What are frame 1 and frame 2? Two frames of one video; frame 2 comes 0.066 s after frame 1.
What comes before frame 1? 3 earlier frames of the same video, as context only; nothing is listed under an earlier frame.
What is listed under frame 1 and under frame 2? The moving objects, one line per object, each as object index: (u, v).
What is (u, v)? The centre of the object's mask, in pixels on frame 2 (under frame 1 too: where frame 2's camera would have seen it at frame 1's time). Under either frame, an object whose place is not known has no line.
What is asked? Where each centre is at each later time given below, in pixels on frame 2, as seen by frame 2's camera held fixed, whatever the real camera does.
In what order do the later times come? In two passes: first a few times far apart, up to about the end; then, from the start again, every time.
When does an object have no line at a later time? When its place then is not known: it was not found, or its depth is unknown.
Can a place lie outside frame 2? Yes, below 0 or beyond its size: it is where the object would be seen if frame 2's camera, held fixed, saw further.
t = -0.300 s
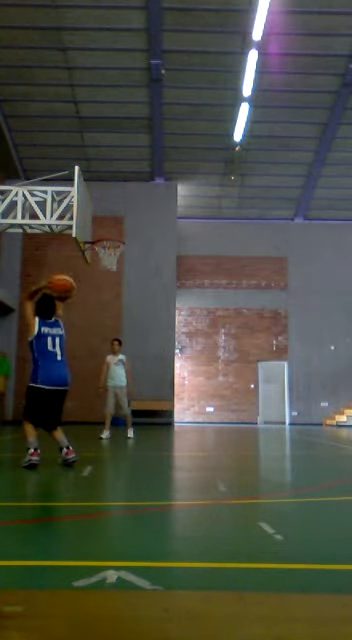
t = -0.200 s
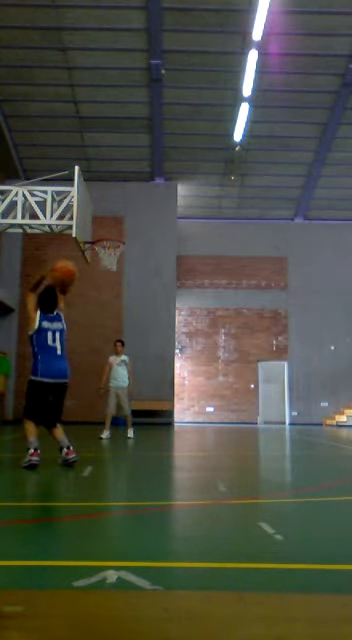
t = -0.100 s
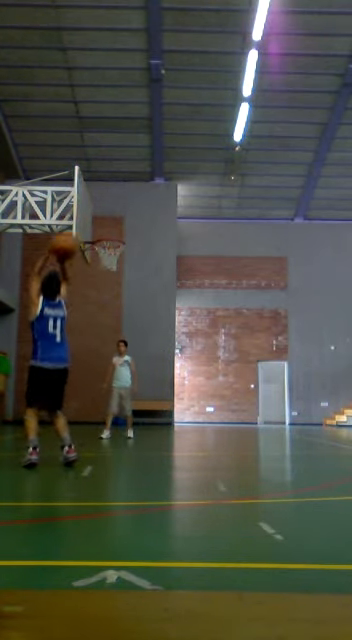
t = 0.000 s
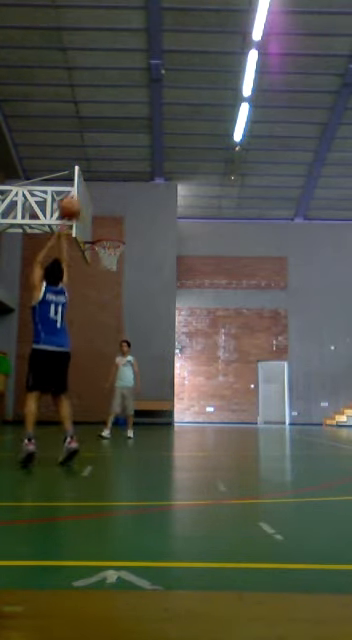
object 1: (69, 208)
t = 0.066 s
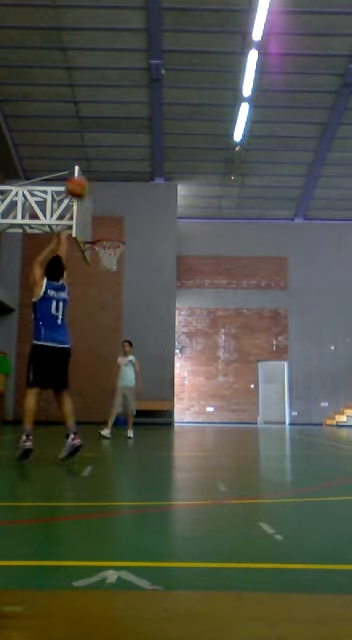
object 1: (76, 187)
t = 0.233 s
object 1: (87, 159)
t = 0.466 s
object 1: (97, 161)
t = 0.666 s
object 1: (104, 190)
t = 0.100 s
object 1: (79, 178)
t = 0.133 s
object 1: (81, 172)
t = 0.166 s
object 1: (83, 167)
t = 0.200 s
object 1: (86, 163)
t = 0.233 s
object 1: (87, 159)
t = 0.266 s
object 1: (89, 158)
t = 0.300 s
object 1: (91, 156)
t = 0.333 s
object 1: (91, 156)
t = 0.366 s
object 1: (93, 156)
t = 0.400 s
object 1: (95, 156)
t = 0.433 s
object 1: (96, 158)
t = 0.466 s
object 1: (97, 161)
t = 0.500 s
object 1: (98, 164)
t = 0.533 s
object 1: (100, 168)
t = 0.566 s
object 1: (101, 172)
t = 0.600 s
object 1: (102, 178)
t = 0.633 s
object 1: (103, 183)
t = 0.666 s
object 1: (104, 190)
